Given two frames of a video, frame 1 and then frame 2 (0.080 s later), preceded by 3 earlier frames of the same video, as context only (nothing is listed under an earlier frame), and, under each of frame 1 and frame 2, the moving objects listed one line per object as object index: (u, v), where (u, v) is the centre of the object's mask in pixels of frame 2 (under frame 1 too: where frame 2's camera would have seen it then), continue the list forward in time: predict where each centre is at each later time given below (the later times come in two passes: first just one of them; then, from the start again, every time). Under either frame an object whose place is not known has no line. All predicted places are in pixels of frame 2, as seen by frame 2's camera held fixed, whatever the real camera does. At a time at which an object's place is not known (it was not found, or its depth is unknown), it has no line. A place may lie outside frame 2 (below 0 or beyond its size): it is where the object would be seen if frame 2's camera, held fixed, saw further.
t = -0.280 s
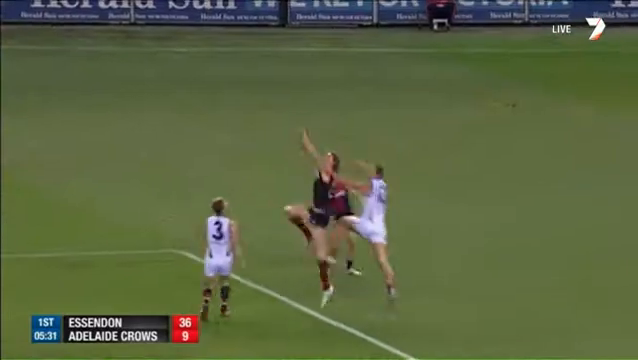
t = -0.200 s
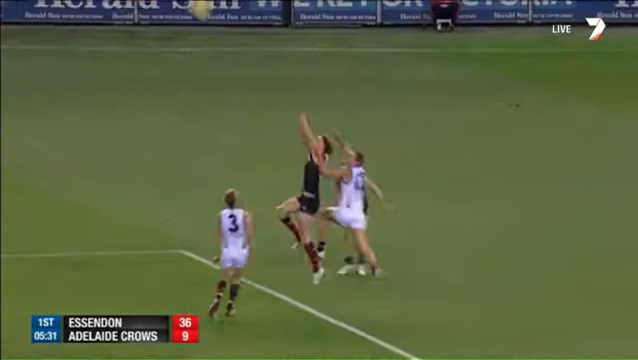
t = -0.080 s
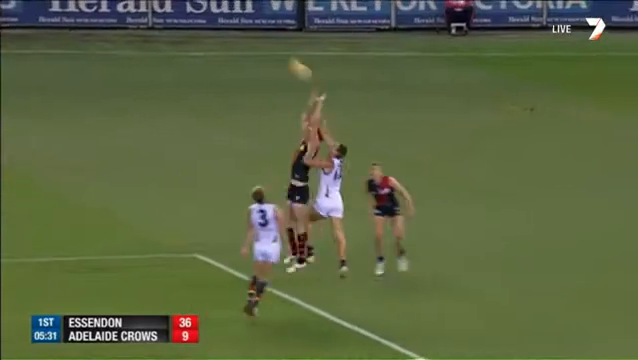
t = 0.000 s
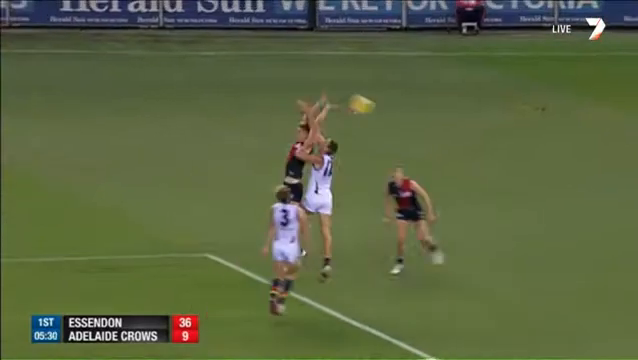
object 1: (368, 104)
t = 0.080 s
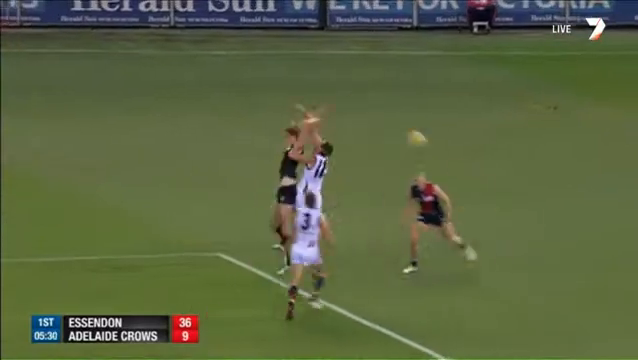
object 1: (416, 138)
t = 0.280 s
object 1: (521, 238)
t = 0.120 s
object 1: (439, 157)
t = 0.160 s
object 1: (463, 178)
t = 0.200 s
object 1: (484, 198)
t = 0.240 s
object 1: (503, 217)
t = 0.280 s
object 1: (521, 238)
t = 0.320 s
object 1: (537, 260)
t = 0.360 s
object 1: (550, 271)
